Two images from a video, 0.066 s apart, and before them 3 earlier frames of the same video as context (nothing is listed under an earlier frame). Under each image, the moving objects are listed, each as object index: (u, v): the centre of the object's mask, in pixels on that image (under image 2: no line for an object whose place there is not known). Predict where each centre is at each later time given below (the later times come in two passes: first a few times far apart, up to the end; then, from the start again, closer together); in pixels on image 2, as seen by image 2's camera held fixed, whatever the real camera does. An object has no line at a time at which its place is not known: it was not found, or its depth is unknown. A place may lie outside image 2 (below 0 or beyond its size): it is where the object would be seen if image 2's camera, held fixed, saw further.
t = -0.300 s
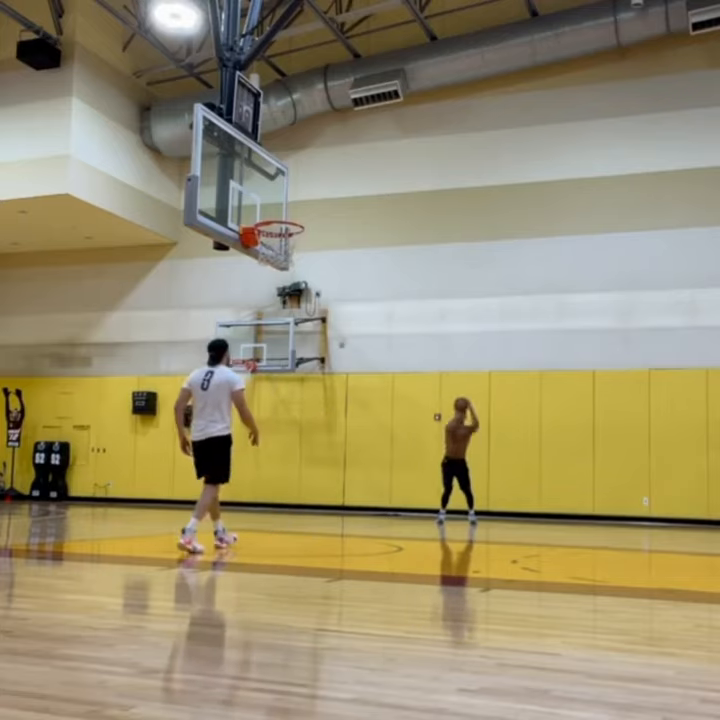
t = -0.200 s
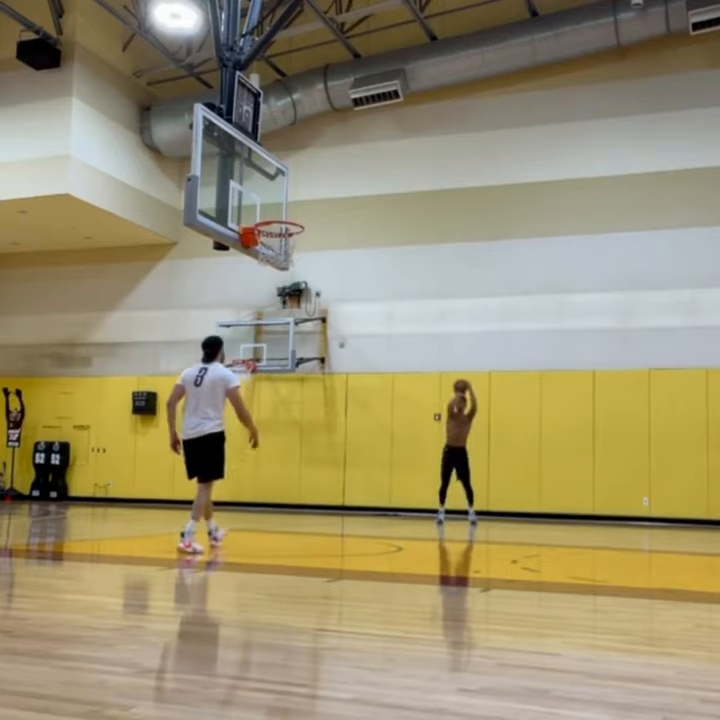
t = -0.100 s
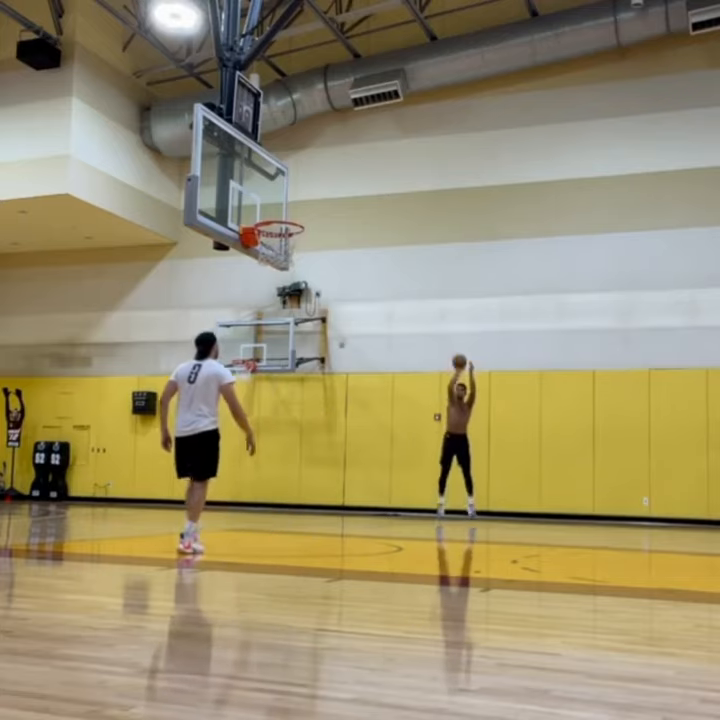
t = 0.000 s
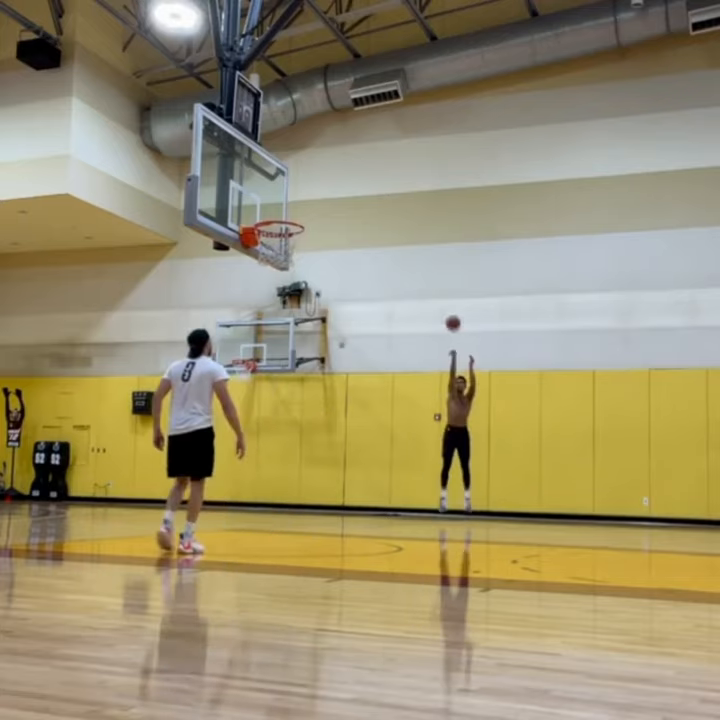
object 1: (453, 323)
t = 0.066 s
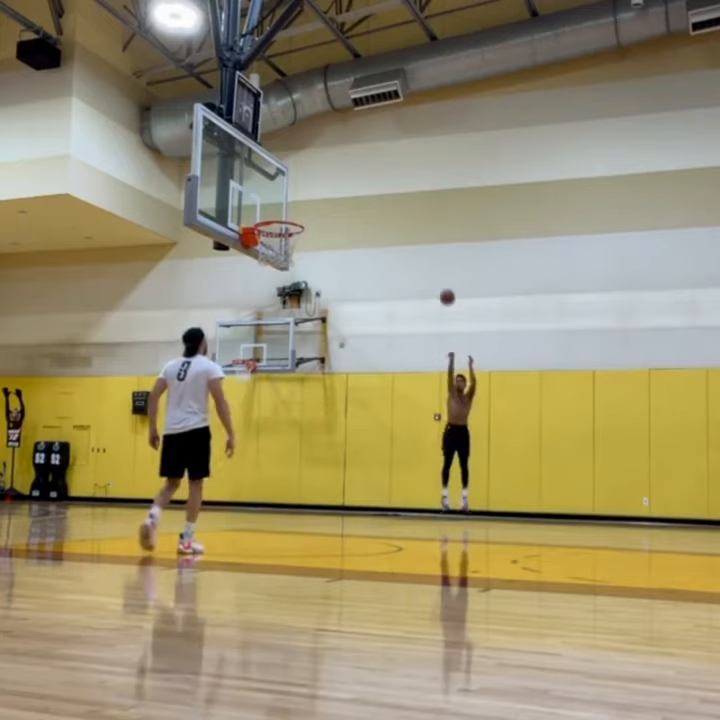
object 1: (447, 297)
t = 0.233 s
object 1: (431, 240)
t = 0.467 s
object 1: (405, 180)
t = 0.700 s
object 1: (371, 151)
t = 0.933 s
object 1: (328, 163)
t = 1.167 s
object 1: (275, 231)
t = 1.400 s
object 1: (281, 367)
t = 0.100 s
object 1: (444, 285)
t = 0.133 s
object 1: (441, 273)
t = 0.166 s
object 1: (437, 261)
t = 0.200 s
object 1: (434, 250)
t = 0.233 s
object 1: (431, 240)
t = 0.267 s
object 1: (428, 230)
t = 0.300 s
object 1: (424, 220)
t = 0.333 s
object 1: (420, 211)
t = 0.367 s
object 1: (417, 203)
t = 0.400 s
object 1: (413, 195)
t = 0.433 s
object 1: (409, 187)
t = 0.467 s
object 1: (405, 180)
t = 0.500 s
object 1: (400, 174)
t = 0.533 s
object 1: (396, 169)
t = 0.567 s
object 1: (391, 163)
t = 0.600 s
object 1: (386, 159)
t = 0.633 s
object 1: (382, 156)
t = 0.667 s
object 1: (377, 153)
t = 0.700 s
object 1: (371, 151)
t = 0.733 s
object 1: (366, 150)
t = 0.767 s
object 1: (360, 150)
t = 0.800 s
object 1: (354, 150)
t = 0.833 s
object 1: (348, 152)
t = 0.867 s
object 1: (342, 155)
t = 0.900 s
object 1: (335, 158)
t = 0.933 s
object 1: (328, 163)
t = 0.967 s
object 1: (321, 168)
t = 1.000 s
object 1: (313, 175)
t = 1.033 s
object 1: (306, 183)
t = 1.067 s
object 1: (298, 193)
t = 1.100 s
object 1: (290, 204)
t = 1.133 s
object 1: (280, 215)
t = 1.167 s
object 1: (275, 231)
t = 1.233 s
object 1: (277, 270)
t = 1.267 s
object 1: (278, 286)
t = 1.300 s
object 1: (279, 305)
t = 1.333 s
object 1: (280, 325)
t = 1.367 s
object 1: (280, 346)
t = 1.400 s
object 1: (281, 367)
